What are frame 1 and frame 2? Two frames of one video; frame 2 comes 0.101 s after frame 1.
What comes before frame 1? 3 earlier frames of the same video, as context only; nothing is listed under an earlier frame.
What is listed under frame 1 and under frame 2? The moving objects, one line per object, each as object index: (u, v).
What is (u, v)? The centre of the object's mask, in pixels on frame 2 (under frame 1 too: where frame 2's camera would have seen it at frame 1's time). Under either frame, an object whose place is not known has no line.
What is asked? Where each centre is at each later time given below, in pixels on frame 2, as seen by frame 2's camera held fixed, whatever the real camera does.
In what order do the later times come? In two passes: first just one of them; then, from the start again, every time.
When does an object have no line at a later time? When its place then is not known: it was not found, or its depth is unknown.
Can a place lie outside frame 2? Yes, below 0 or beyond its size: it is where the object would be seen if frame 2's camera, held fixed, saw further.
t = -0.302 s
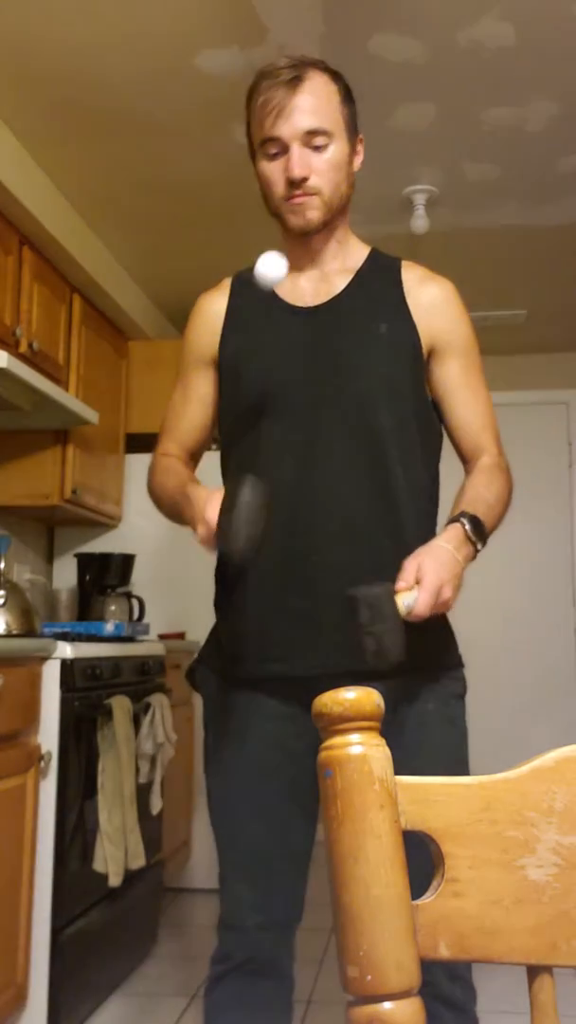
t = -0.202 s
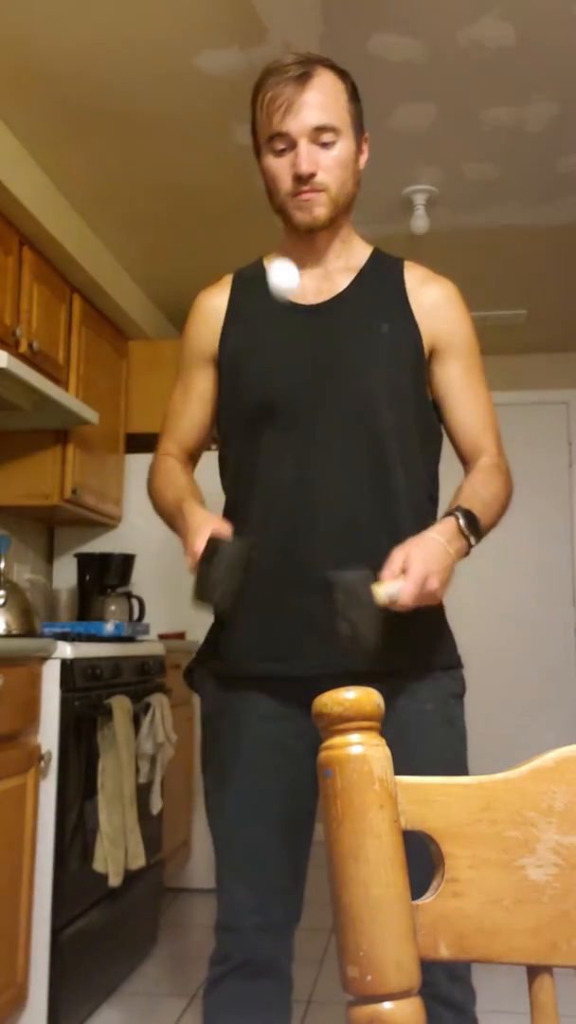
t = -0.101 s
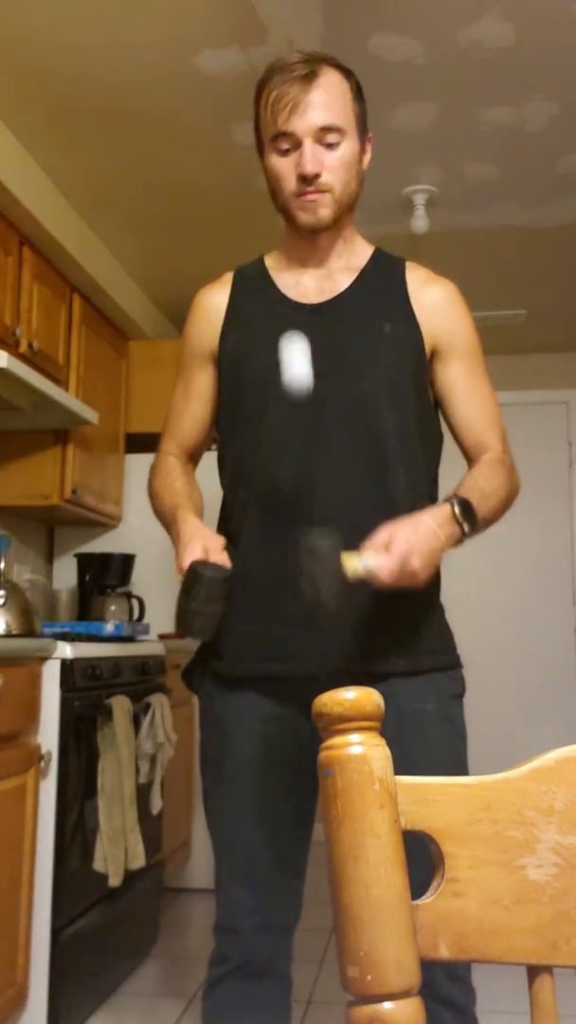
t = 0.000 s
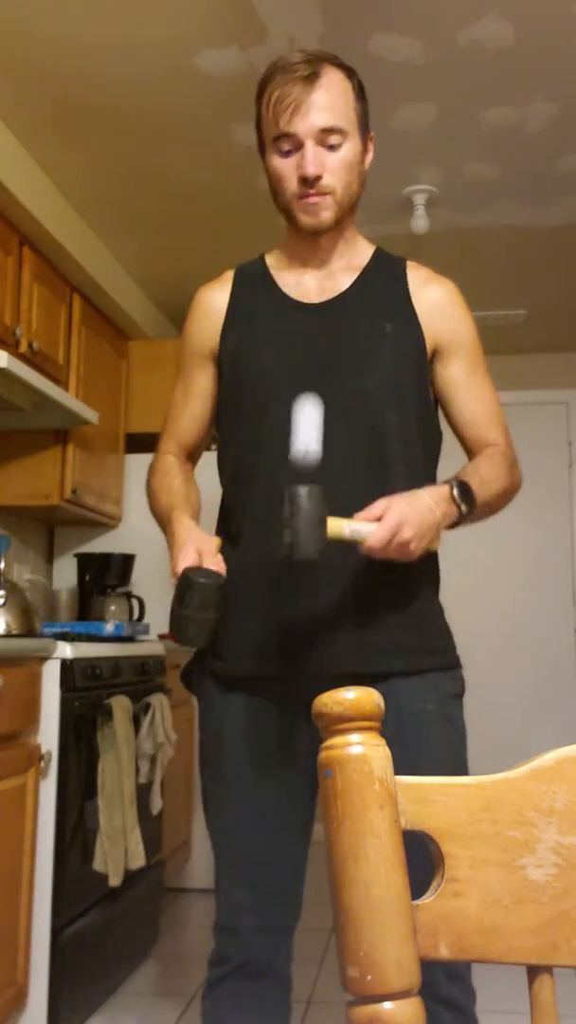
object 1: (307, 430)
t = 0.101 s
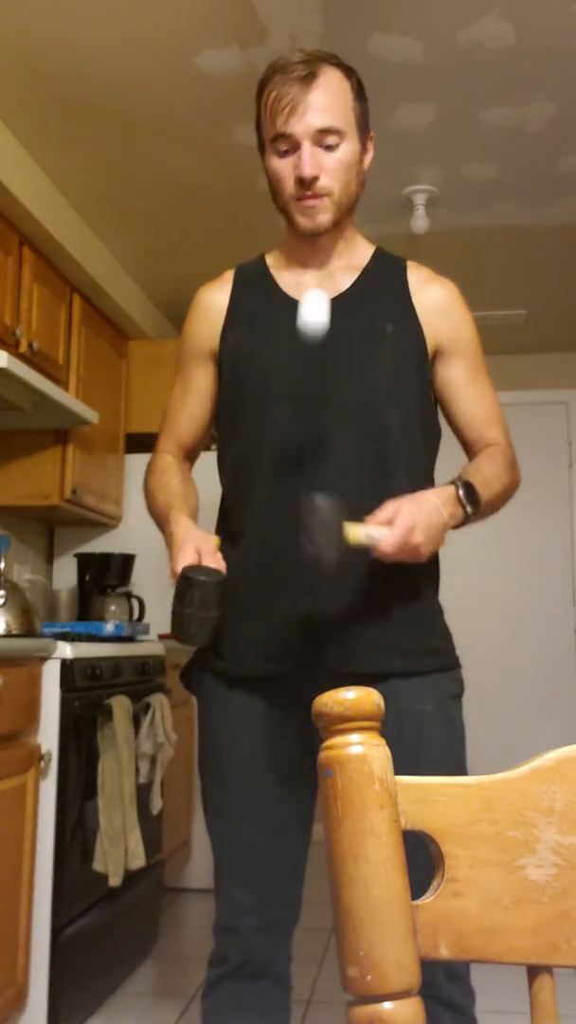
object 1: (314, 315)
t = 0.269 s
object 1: (326, 287)
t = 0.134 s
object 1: (316, 292)
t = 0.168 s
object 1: (319, 275)
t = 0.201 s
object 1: (320, 272)
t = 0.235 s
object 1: (322, 274)
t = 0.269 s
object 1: (326, 287)
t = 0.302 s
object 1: (328, 309)
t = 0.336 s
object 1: (329, 337)
